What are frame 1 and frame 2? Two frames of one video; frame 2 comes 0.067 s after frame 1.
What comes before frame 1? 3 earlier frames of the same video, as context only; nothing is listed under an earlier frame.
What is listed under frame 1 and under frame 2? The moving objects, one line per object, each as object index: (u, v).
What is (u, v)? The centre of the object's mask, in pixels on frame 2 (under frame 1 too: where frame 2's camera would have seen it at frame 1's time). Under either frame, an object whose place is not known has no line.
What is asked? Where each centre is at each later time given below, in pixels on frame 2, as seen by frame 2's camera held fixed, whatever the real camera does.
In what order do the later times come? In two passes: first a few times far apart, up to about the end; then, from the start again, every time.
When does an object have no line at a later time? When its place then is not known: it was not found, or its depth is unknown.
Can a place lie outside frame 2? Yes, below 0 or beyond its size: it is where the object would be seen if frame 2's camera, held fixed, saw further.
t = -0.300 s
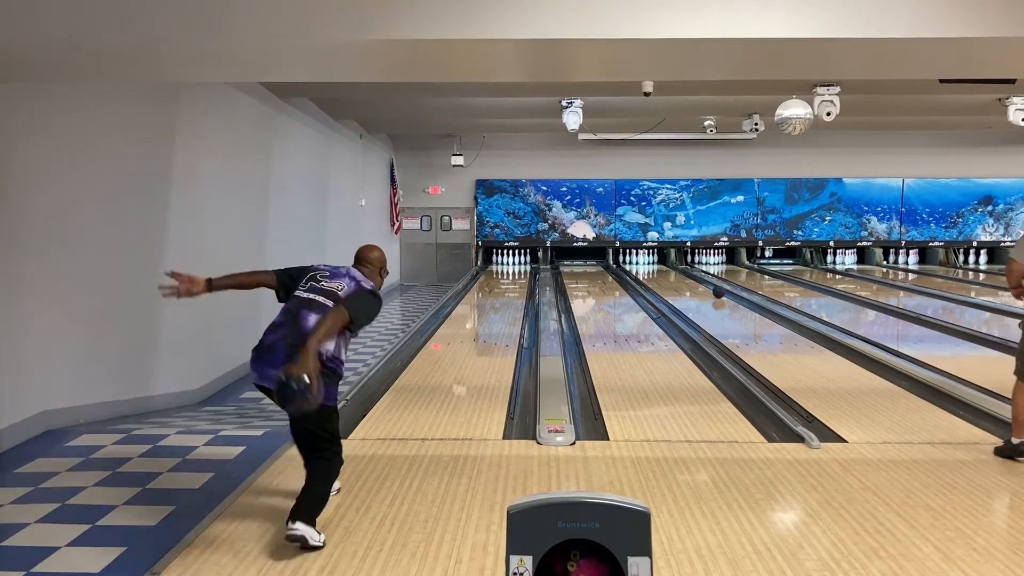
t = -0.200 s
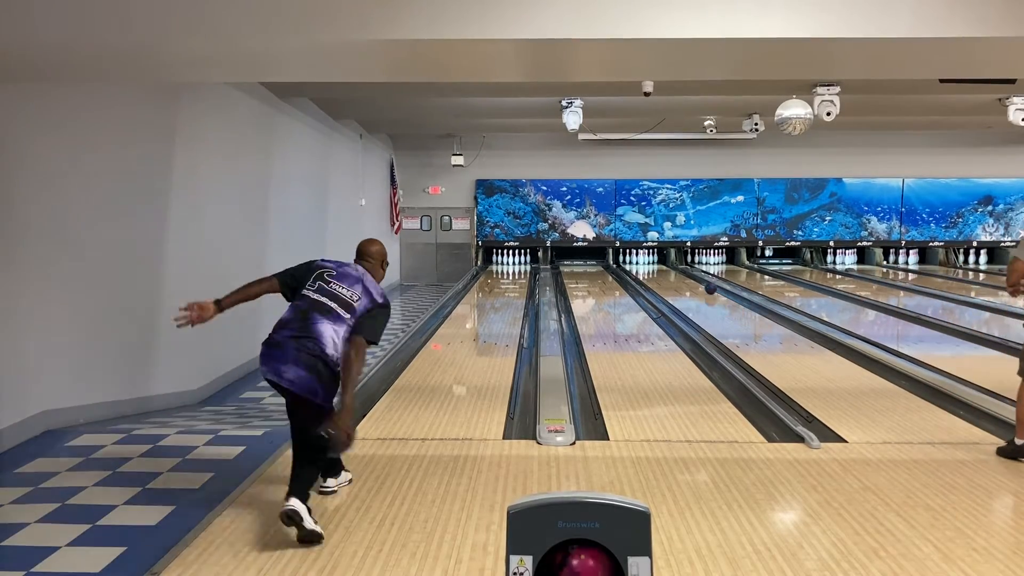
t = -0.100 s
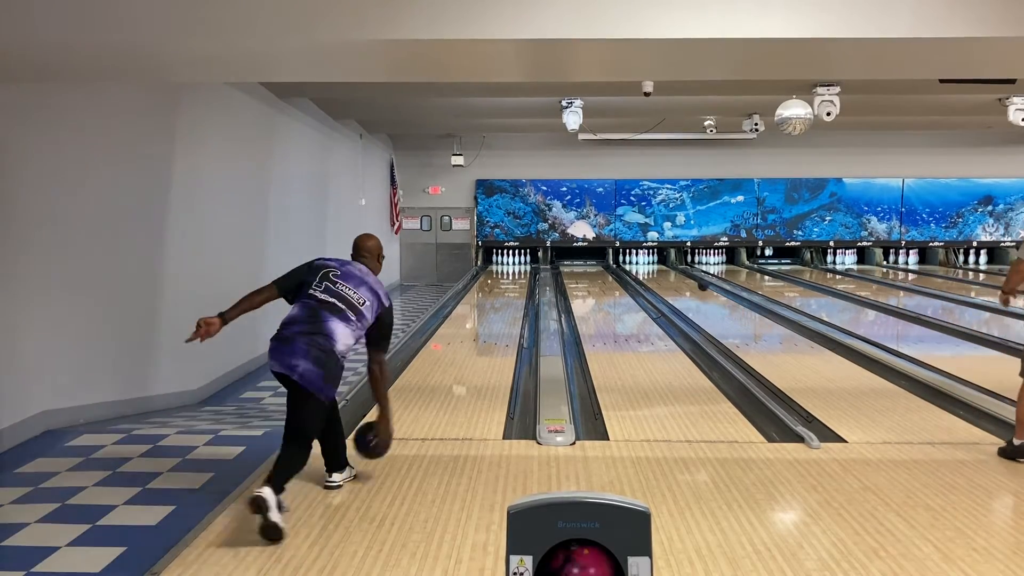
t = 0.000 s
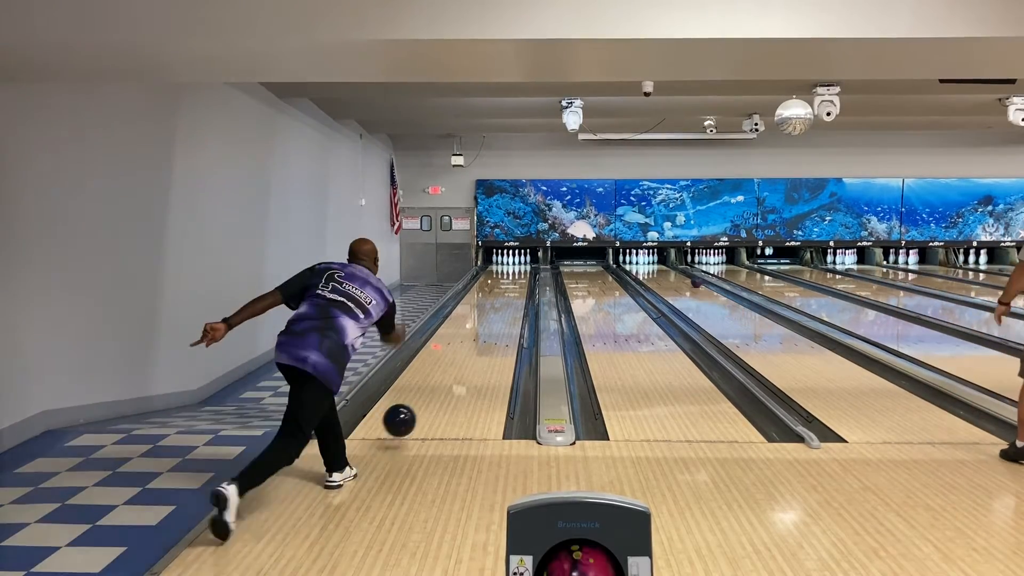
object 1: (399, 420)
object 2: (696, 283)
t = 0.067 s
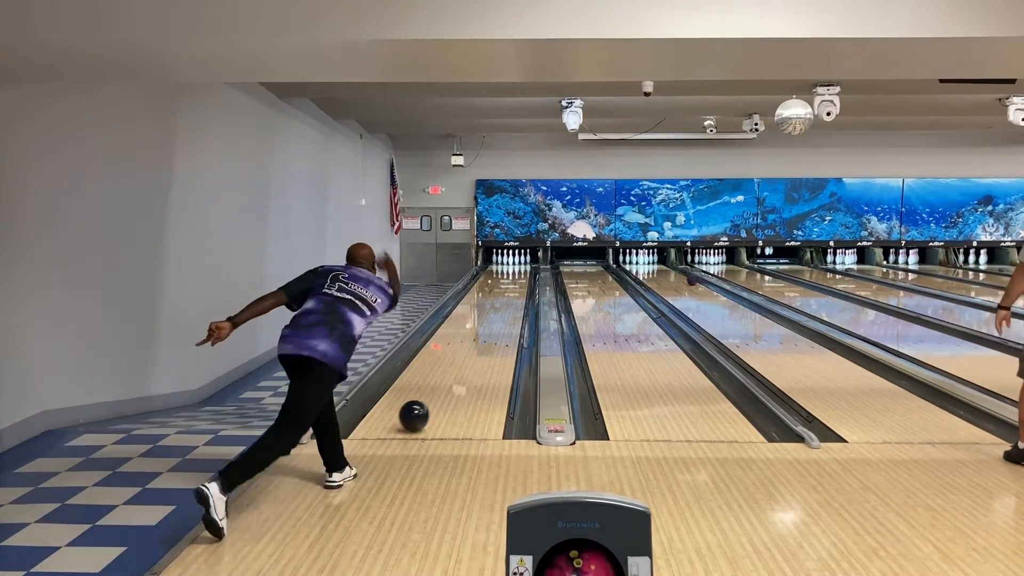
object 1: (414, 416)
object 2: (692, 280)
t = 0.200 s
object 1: (436, 389)
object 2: (683, 277)
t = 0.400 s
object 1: (461, 358)
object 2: (672, 272)
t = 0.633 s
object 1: (480, 333)
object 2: (659, 268)
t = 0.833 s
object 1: (492, 318)
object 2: (649, 265)
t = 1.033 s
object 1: (501, 305)
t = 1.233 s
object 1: (508, 295)
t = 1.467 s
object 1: (515, 286)
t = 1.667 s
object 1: (519, 279)
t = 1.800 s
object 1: (521, 275)
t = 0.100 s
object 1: (420, 408)
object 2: (690, 279)
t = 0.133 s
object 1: (426, 401)
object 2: (688, 278)
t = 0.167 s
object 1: (431, 395)
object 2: (685, 278)
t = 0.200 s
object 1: (436, 389)
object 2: (683, 277)
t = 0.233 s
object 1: (441, 383)
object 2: (681, 276)
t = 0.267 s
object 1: (446, 377)
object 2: (679, 275)
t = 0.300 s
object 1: (450, 372)
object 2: (678, 274)
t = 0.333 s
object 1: (453, 367)
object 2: (675, 274)
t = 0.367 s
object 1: (457, 362)
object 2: (674, 273)
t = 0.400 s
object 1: (461, 358)
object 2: (672, 272)
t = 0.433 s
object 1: (464, 354)
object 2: (670, 272)
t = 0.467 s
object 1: (467, 350)
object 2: (668, 271)
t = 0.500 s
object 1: (470, 346)
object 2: (666, 270)
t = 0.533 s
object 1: (473, 343)
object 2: (664, 270)
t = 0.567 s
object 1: (475, 339)
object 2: (662, 269)
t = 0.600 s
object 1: (478, 336)
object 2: (661, 269)
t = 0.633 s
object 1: (480, 333)
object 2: (659, 268)
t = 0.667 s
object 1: (482, 330)
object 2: (657, 268)
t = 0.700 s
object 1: (485, 327)
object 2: (656, 267)
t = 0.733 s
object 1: (486, 325)
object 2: (654, 267)
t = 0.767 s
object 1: (488, 322)
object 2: (652, 266)
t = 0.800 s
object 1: (490, 320)
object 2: (651, 265)
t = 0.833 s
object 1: (492, 318)
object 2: (649, 265)
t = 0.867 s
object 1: (494, 315)
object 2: (647, 264)
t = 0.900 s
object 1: (495, 313)
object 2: (645, 264)
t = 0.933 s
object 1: (497, 311)
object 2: (644, 263)
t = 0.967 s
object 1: (498, 309)
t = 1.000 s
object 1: (500, 307)
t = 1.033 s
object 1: (501, 305)
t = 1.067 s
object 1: (503, 303)
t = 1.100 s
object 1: (504, 301)
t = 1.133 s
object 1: (505, 300)
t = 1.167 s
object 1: (506, 298)
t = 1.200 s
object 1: (507, 297)
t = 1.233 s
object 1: (508, 295)
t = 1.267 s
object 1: (509, 294)
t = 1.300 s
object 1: (511, 292)
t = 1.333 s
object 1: (511, 291)
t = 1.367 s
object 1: (512, 289)
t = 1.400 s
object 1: (513, 288)
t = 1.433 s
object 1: (514, 287)
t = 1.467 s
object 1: (515, 286)
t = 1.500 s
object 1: (516, 285)
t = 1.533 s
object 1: (516, 284)
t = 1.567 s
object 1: (517, 283)
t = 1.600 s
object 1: (518, 281)
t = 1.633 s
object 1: (518, 281)
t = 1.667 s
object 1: (519, 279)
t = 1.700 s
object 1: (520, 279)
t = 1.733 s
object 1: (520, 278)
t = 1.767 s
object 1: (520, 276)
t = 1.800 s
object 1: (521, 275)
